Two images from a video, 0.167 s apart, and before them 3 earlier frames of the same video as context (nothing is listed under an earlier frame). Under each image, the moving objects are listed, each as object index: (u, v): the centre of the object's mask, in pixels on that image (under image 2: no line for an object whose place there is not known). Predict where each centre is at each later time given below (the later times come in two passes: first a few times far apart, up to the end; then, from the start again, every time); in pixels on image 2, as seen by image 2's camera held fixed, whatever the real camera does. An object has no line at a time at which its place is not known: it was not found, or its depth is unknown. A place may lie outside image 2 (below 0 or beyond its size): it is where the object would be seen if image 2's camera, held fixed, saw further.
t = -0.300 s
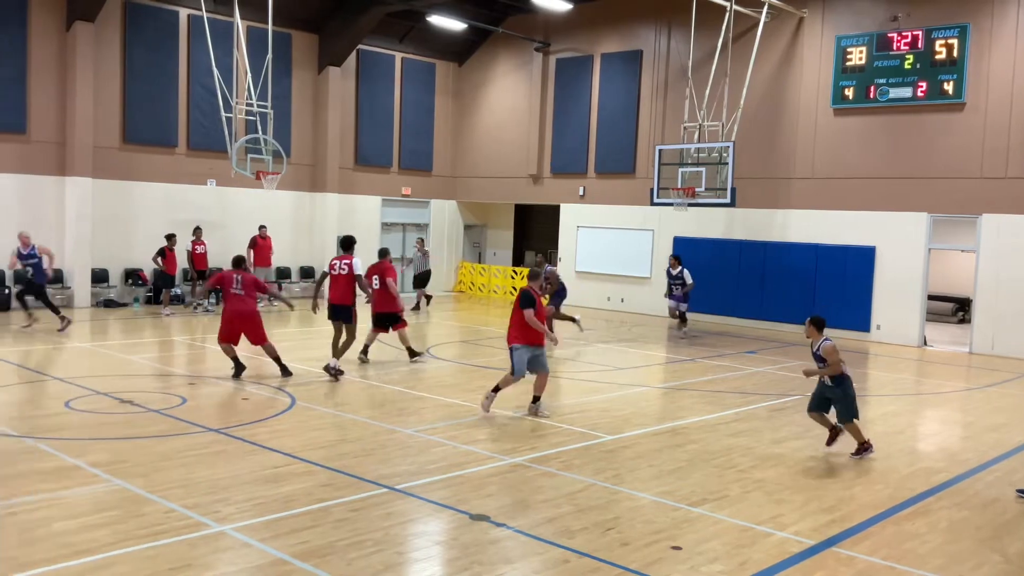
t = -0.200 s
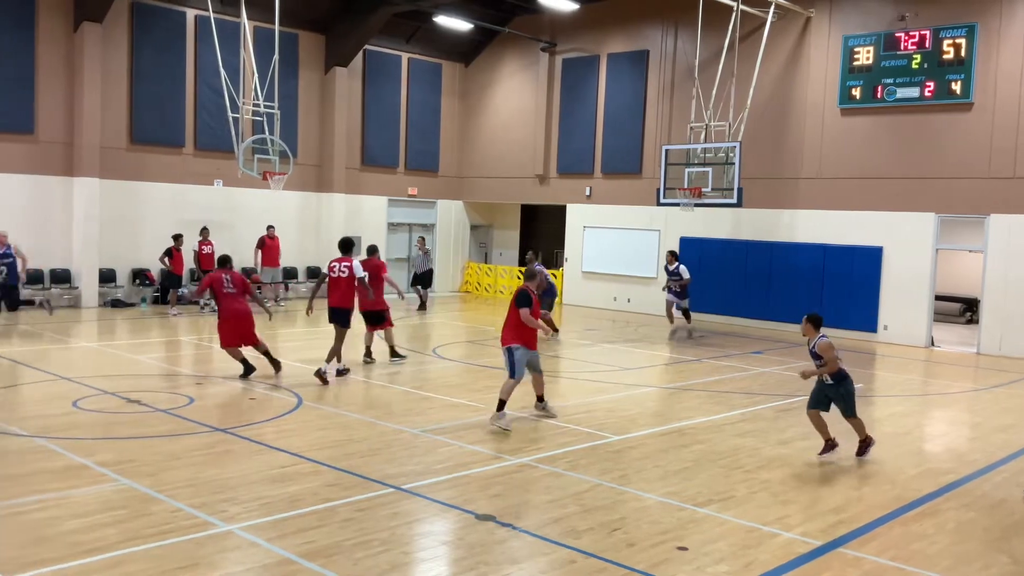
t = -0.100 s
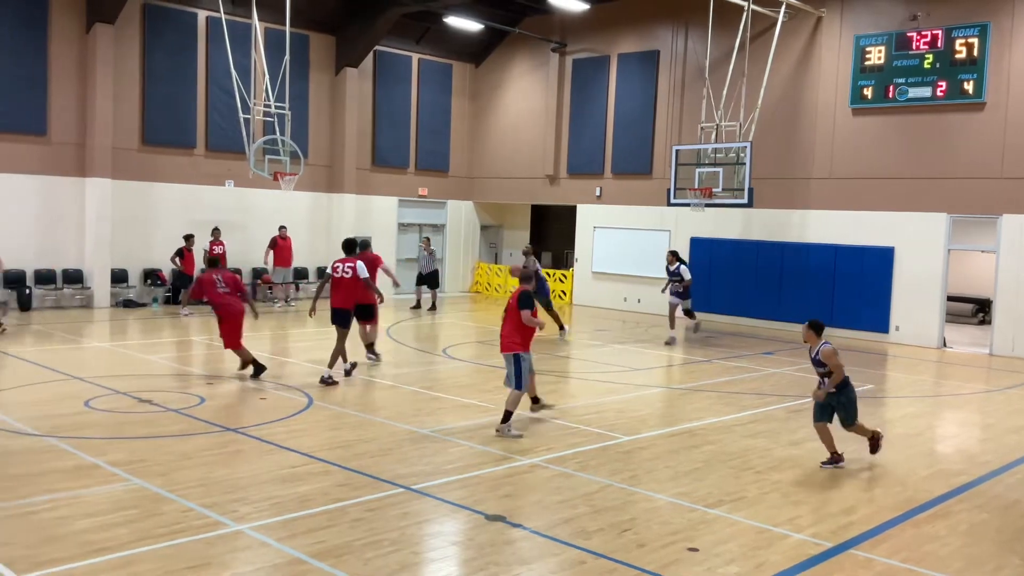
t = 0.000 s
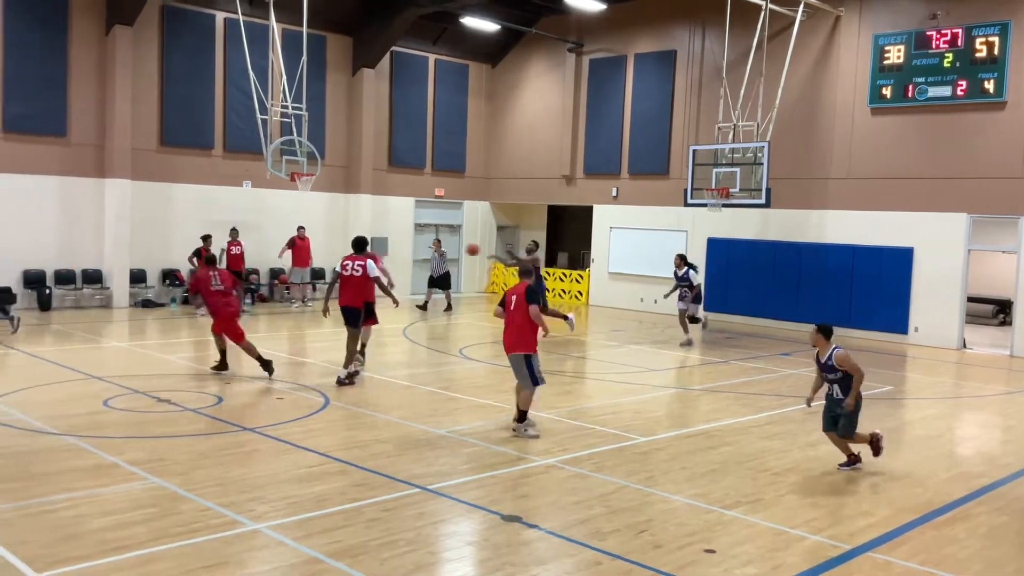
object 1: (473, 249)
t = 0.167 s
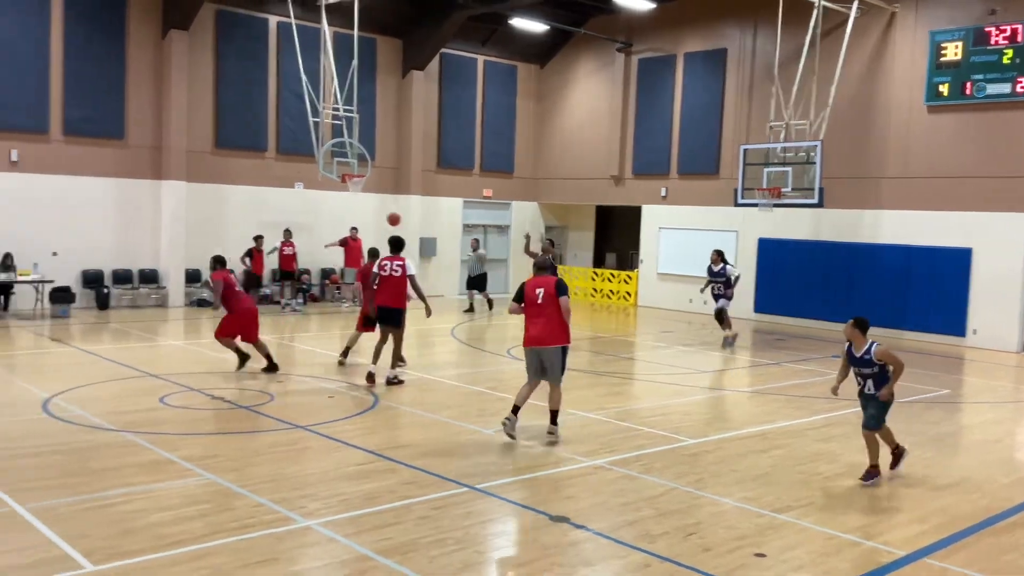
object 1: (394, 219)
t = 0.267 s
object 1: (315, 206)
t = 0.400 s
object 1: (200, 196)
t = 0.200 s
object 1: (368, 214)
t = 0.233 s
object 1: (342, 210)
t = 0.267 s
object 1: (315, 206)
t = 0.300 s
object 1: (287, 202)
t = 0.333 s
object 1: (259, 200)
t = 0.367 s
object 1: (230, 198)
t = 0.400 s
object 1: (200, 196)
